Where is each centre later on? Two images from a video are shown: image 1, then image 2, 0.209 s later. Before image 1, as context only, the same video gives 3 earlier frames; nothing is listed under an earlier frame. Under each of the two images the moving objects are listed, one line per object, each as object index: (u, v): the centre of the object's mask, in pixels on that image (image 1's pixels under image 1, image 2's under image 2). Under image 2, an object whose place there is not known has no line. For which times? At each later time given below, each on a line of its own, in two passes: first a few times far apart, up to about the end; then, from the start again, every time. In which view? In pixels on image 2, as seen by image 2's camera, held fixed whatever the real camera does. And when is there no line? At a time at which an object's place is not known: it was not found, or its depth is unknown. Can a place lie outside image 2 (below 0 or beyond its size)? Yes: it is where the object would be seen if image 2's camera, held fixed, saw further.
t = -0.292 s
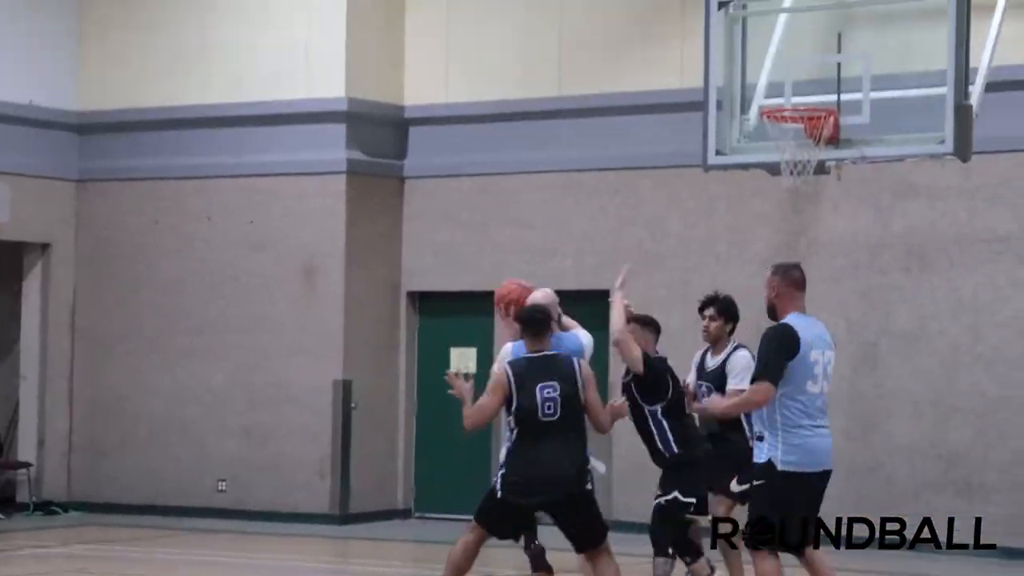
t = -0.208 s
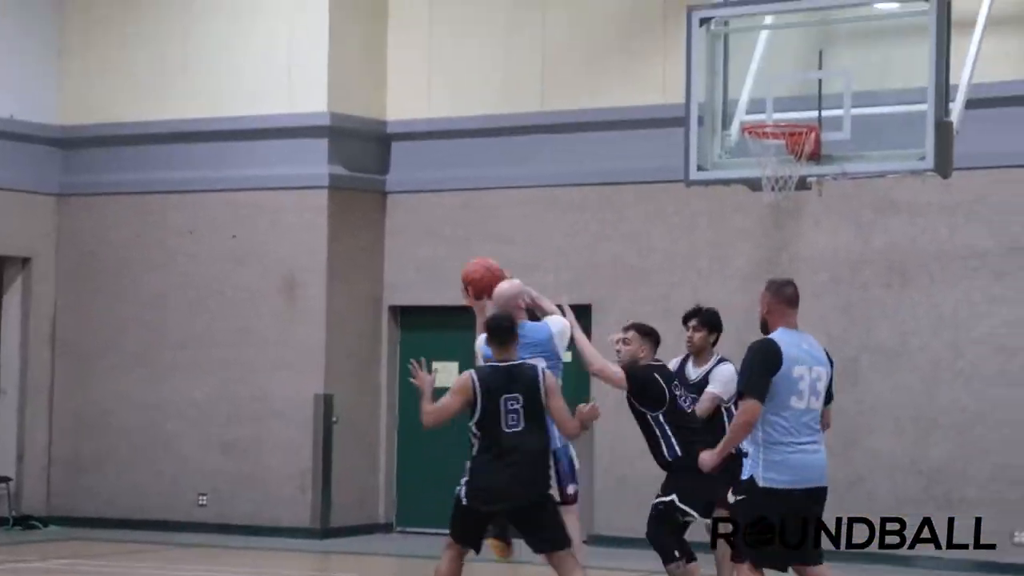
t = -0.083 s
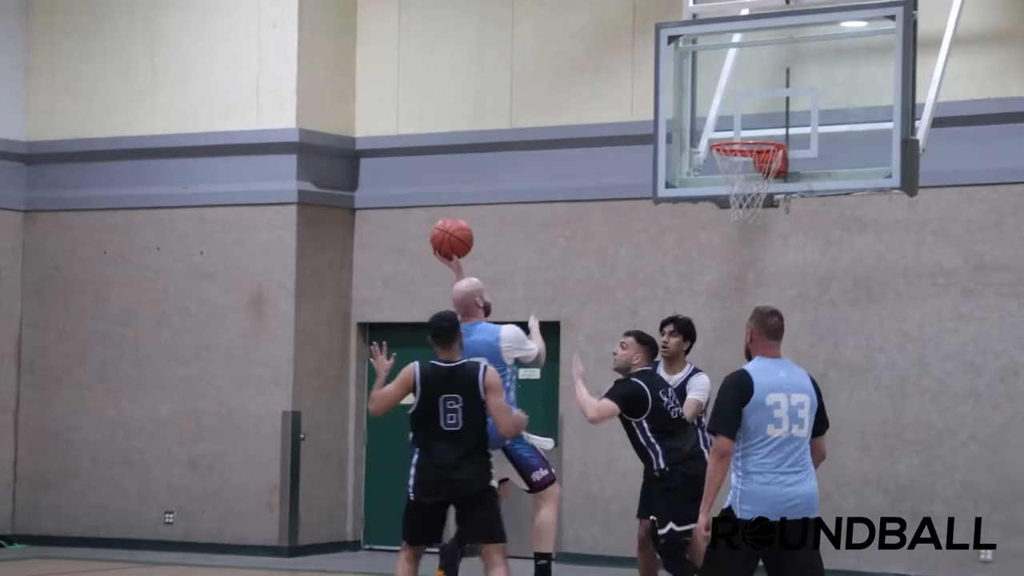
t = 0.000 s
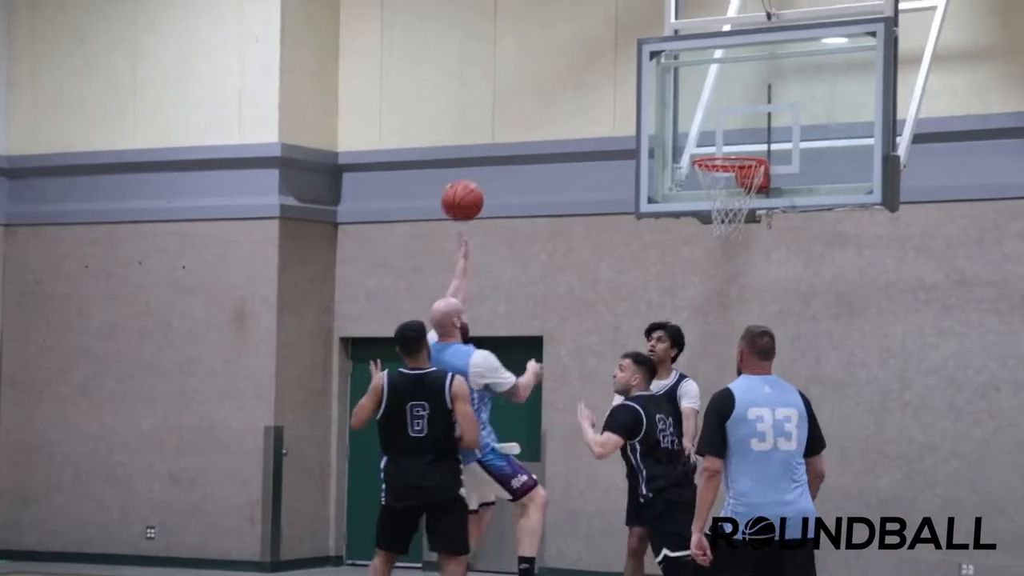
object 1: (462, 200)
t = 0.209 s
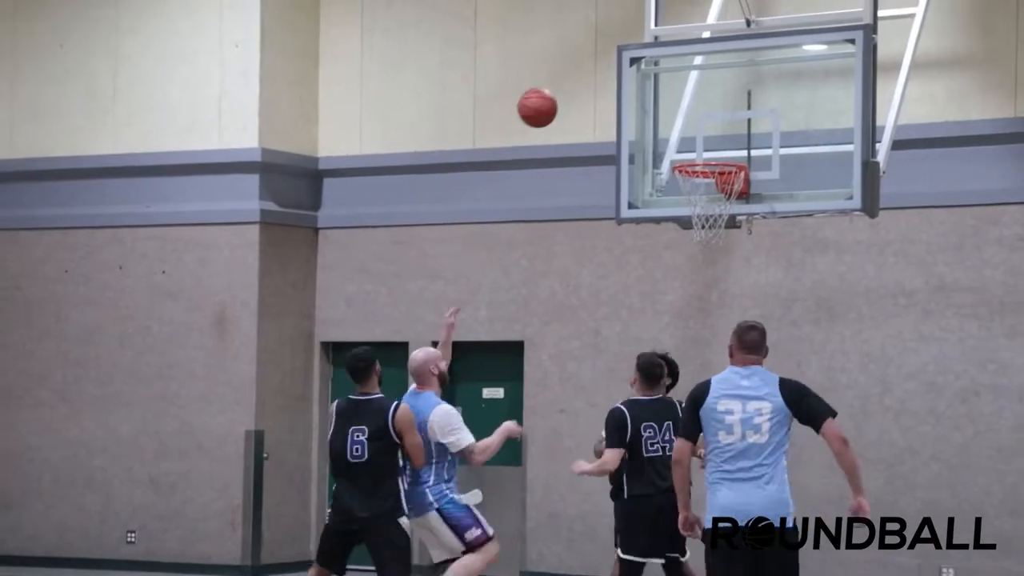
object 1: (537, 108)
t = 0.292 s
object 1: (573, 90)
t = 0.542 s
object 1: (671, 106)
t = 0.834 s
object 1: (706, 201)
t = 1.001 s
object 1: (674, 253)
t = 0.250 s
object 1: (555, 97)
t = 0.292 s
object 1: (573, 90)
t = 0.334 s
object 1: (589, 86)
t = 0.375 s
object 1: (606, 85)
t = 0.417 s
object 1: (622, 86)
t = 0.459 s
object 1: (639, 90)
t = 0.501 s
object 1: (655, 96)
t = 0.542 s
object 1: (671, 106)
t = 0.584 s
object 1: (686, 117)
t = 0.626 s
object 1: (701, 131)
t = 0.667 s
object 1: (715, 147)
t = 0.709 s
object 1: (728, 157)
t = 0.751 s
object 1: (721, 182)
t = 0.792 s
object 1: (714, 188)
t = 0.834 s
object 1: (706, 201)
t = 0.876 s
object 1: (697, 213)
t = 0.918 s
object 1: (688, 223)
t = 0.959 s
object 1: (682, 237)
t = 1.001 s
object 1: (674, 253)
